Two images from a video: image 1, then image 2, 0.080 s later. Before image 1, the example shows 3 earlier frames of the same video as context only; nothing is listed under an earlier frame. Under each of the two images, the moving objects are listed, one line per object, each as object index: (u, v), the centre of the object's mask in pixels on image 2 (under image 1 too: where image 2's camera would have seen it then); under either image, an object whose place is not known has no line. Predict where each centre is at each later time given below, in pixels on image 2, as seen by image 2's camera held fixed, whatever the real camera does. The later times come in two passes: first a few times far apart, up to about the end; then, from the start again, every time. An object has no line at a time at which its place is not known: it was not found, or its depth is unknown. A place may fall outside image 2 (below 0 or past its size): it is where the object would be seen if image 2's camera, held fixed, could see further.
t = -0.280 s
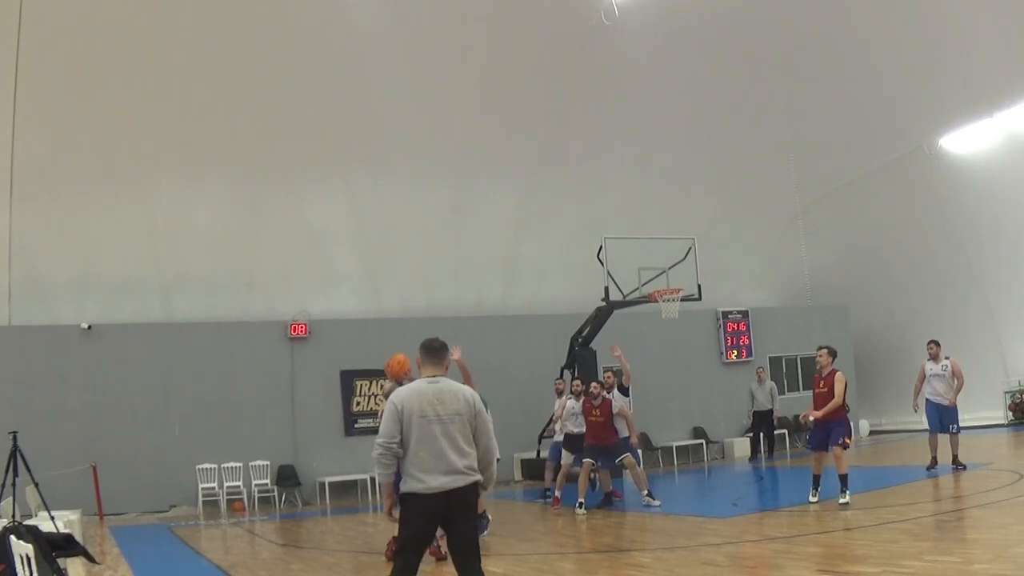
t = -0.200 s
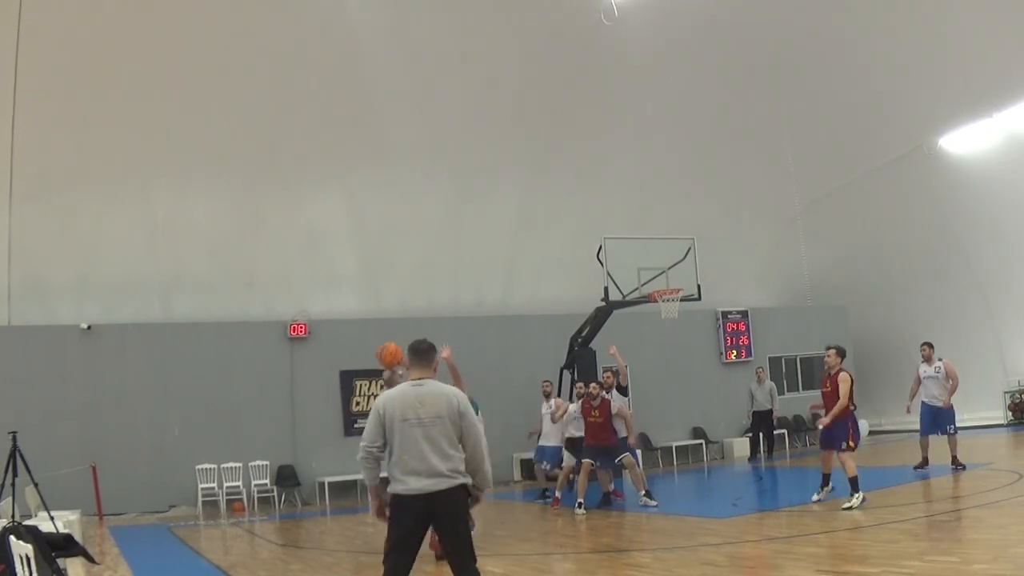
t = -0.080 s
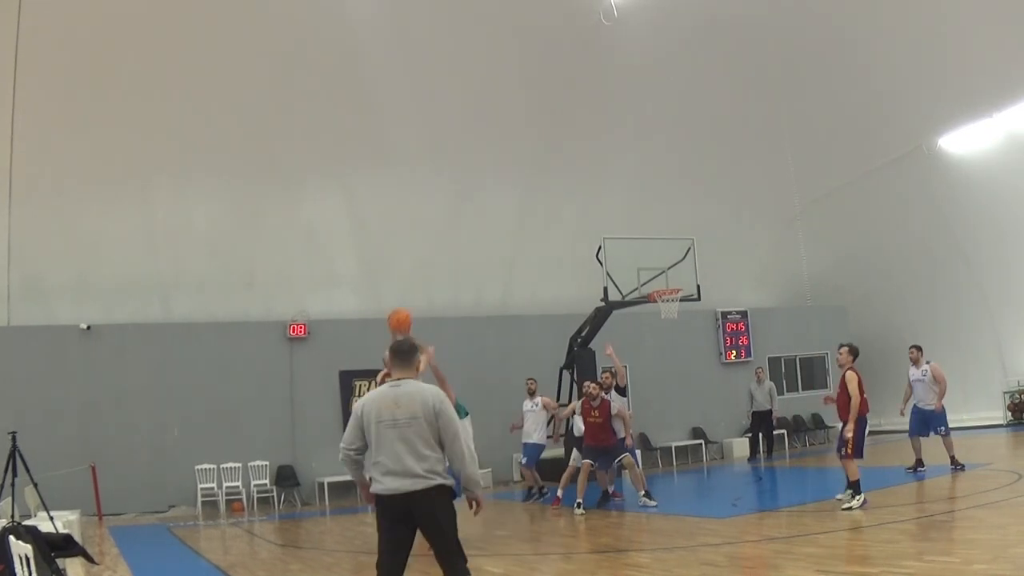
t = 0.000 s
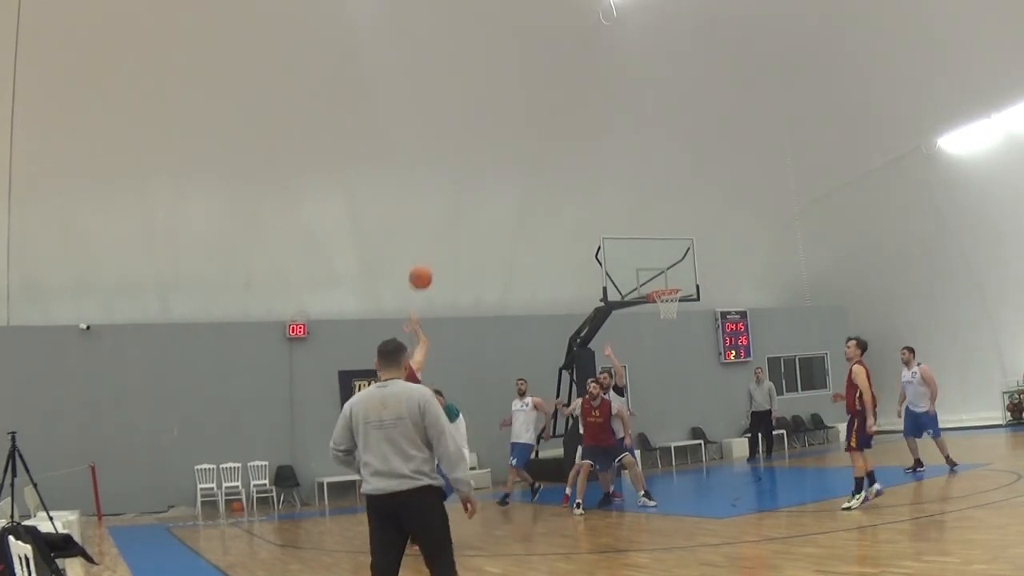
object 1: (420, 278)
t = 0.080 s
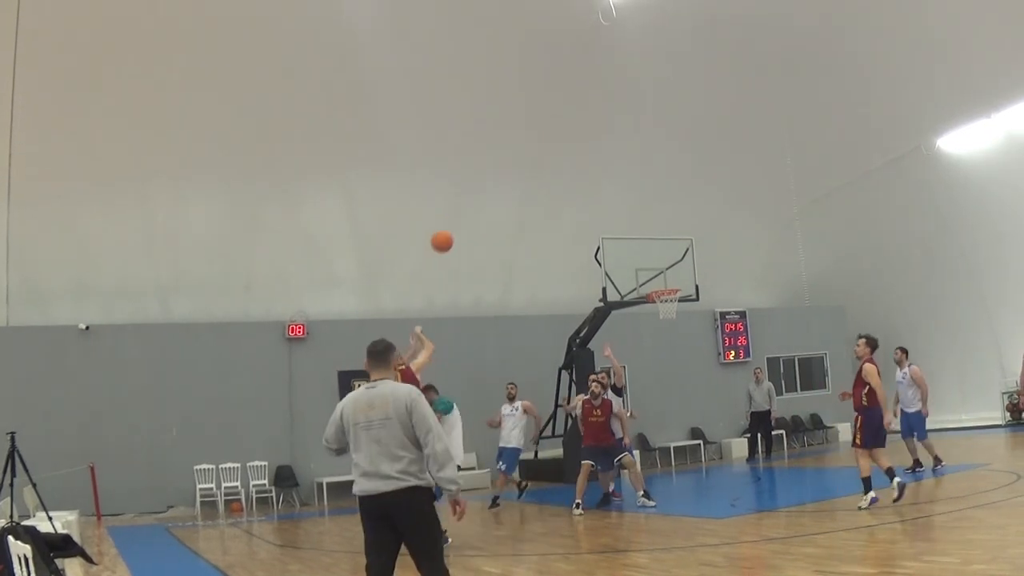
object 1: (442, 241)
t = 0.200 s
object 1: (473, 202)
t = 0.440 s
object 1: (526, 168)
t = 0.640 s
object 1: (564, 174)
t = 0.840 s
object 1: (599, 205)
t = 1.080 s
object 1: (642, 261)
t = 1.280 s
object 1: (666, 287)
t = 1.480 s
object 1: (669, 298)
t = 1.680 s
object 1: (669, 303)
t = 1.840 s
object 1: (667, 322)
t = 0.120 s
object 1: (452, 226)
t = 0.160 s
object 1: (462, 213)
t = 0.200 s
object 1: (473, 202)
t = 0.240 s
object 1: (482, 192)
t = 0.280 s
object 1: (492, 184)
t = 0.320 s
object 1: (501, 178)
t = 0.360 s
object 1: (509, 174)
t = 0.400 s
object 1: (518, 170)
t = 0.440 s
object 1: (526, 168)
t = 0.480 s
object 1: (534, 167)
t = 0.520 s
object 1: (542, 167)
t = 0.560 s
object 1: (549, 169)
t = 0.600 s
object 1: (557, 171)
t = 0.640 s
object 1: (564, 174)
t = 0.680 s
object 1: (571, 179)
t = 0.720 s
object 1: (578, 184)
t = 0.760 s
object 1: (585, 190)
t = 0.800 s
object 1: (592, 197)
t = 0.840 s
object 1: (599, 205)
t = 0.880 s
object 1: (605, 213)
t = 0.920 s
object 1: (612, 222)
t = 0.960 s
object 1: (619, 232)
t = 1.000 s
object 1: (626, 243)
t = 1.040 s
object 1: (633, 253)
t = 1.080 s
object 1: (642, 261)
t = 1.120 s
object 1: (652, 270)
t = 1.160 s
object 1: (662, 280)
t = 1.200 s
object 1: (668, 286)
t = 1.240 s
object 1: (666, 287)
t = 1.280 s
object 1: (666, 287)
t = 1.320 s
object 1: (665, 288)
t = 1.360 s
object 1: (662, 288)
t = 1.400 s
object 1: (666, 289)
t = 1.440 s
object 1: (666, 292)
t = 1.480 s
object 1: (669, 298)
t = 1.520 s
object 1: (671, 300)
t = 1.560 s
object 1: (670, 301)
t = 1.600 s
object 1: (670, 301)
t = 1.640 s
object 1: (669, 302)
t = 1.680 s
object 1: (669, 303)
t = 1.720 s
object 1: (669, 307)
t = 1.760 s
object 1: (668, 311)
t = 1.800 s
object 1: (668, 317)
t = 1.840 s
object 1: (667, 322)
